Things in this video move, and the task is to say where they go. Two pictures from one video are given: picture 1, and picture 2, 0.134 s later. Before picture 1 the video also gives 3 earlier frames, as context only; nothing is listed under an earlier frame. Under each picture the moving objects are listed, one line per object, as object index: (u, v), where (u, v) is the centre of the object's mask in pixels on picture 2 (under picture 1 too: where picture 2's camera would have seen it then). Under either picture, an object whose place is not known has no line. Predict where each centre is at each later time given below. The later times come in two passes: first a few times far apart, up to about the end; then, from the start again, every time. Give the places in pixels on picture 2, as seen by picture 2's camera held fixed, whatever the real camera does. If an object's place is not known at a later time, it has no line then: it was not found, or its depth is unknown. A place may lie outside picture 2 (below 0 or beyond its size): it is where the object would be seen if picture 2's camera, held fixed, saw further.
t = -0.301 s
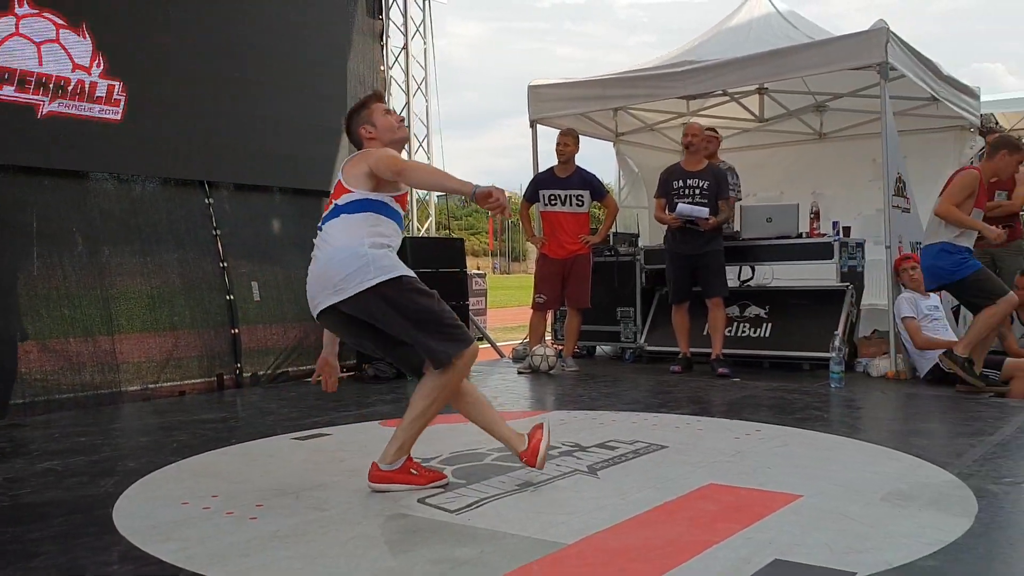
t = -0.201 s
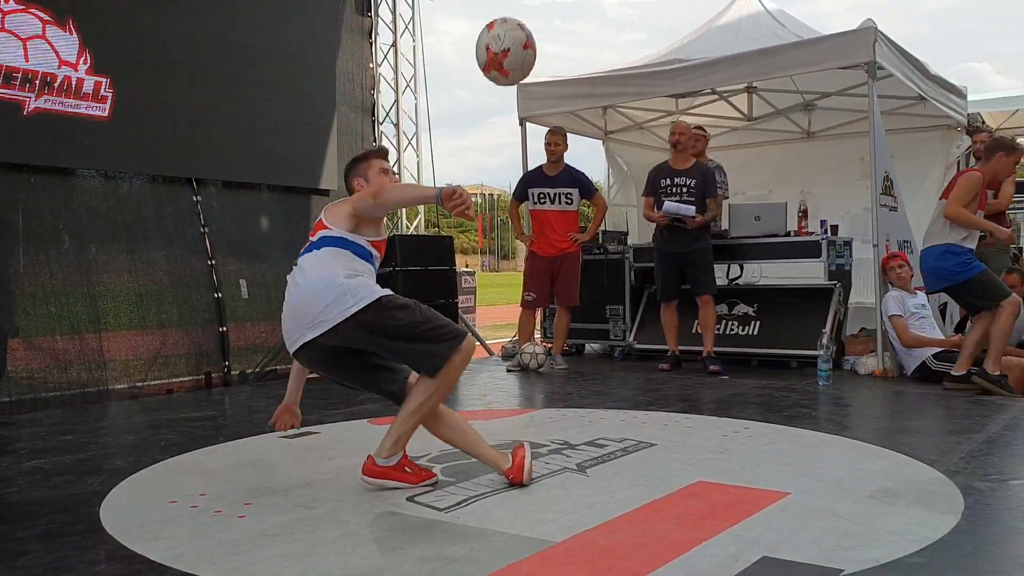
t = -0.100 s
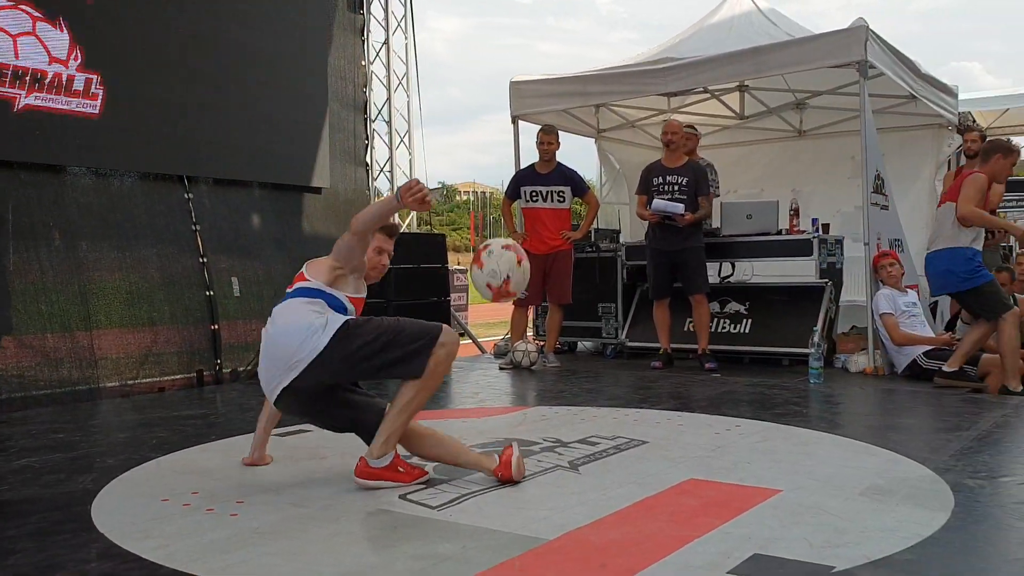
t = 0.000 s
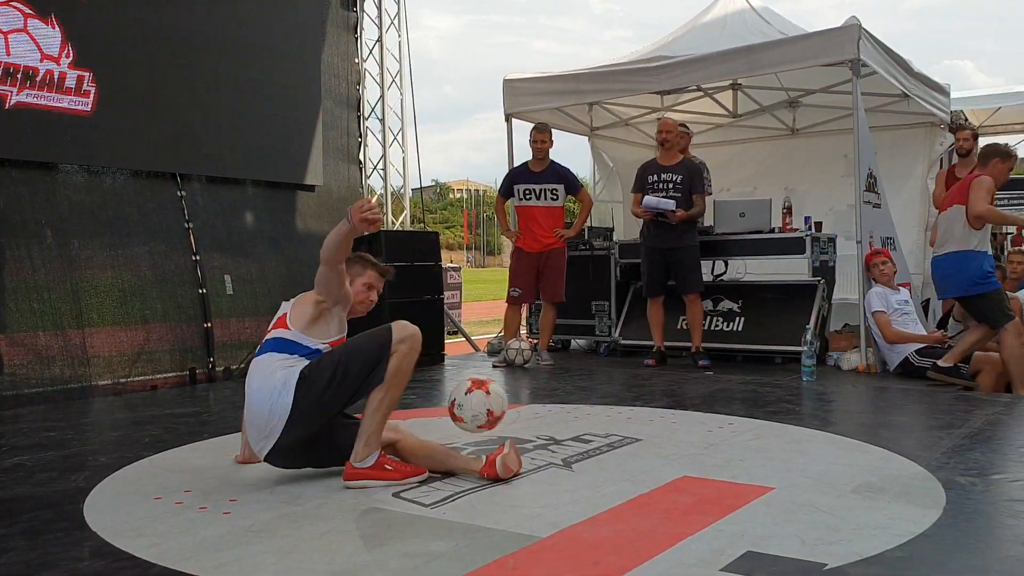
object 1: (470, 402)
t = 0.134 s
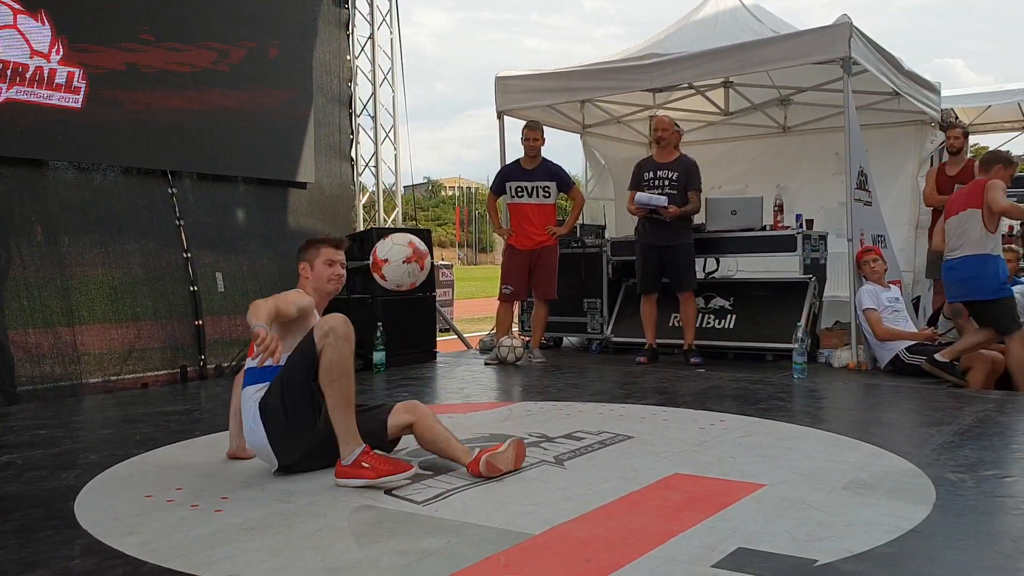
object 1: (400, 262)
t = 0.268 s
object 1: (328, 163)
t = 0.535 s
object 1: (187, 101)
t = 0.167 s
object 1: (382, 233)
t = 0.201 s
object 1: (364, 207)
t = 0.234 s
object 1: (347, 183)
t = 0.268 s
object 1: (328, 163)
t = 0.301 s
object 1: (311, 145)
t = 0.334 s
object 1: (293, 130)
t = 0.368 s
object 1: (275, 118)
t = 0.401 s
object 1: (257, 108)
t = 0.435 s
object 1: (240, 102)
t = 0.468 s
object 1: (222, 99)
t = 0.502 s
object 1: (204, 99)
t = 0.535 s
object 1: (187, 101)
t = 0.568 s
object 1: (169, 107)
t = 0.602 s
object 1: (151, 116)
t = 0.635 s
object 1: (133, 128)
